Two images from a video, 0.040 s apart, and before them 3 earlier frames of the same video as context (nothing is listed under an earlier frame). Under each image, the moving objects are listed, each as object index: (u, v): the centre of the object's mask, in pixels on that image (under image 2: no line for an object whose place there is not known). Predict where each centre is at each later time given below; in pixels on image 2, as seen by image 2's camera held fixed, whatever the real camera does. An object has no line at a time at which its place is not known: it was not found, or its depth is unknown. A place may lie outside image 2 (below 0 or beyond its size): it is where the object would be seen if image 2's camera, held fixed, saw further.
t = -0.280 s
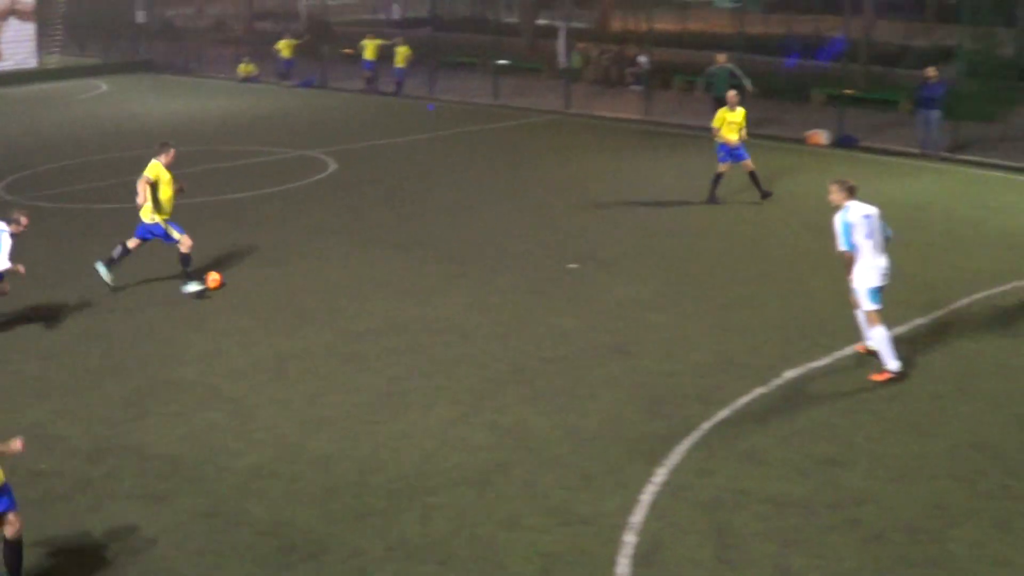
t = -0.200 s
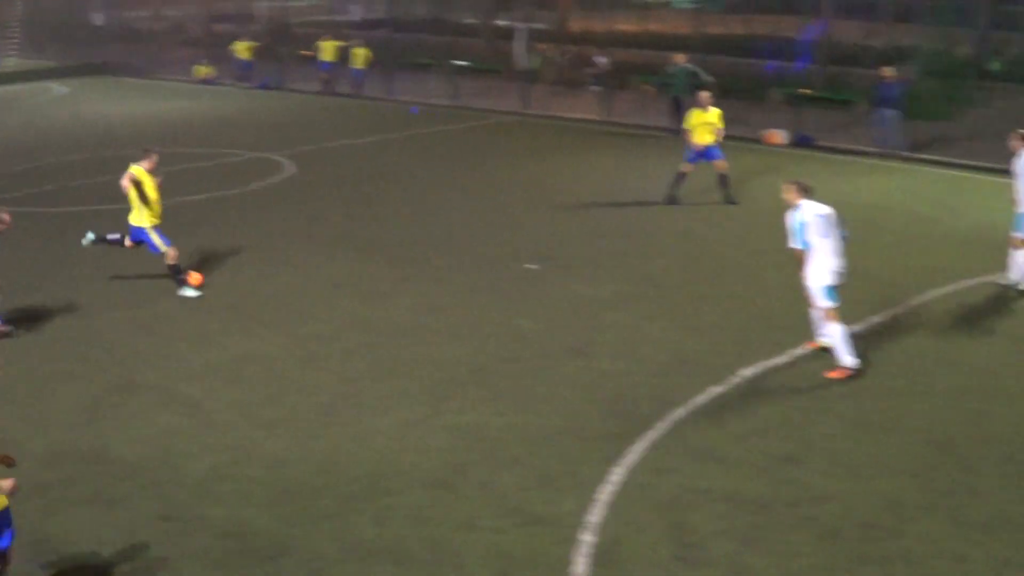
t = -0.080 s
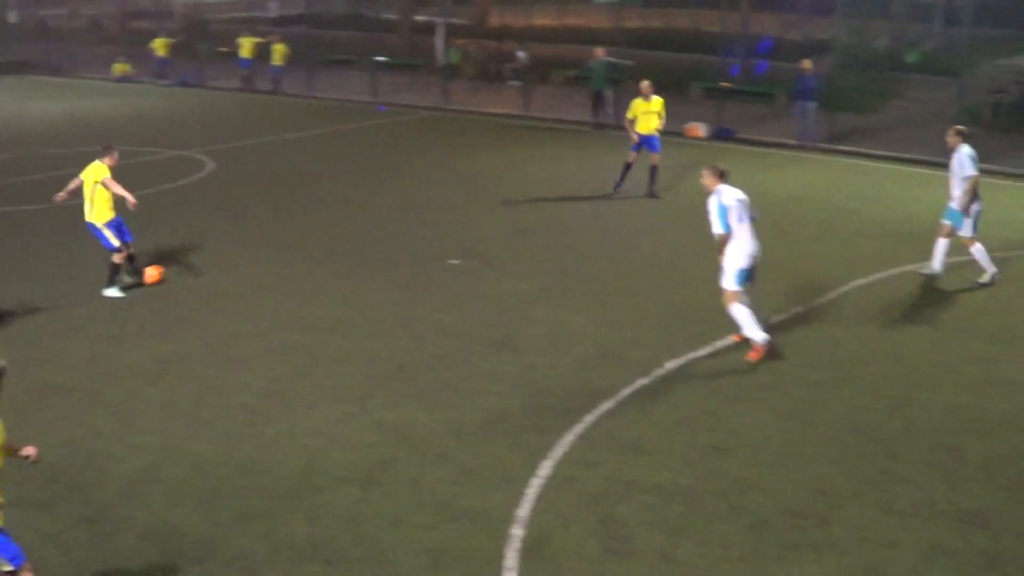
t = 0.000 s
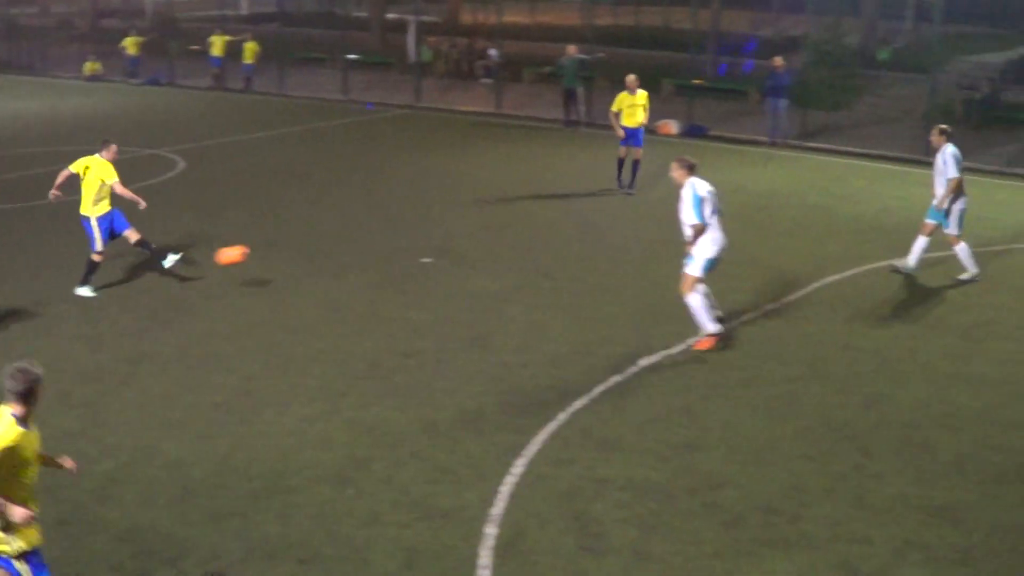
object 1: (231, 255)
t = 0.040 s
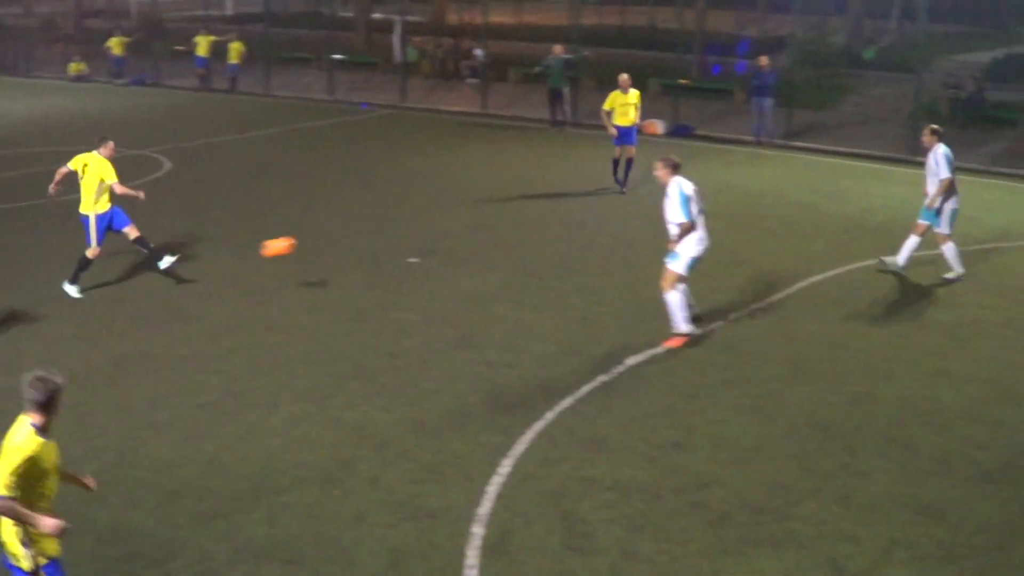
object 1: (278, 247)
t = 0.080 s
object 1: (338, 239)
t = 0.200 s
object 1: (533, 223)
